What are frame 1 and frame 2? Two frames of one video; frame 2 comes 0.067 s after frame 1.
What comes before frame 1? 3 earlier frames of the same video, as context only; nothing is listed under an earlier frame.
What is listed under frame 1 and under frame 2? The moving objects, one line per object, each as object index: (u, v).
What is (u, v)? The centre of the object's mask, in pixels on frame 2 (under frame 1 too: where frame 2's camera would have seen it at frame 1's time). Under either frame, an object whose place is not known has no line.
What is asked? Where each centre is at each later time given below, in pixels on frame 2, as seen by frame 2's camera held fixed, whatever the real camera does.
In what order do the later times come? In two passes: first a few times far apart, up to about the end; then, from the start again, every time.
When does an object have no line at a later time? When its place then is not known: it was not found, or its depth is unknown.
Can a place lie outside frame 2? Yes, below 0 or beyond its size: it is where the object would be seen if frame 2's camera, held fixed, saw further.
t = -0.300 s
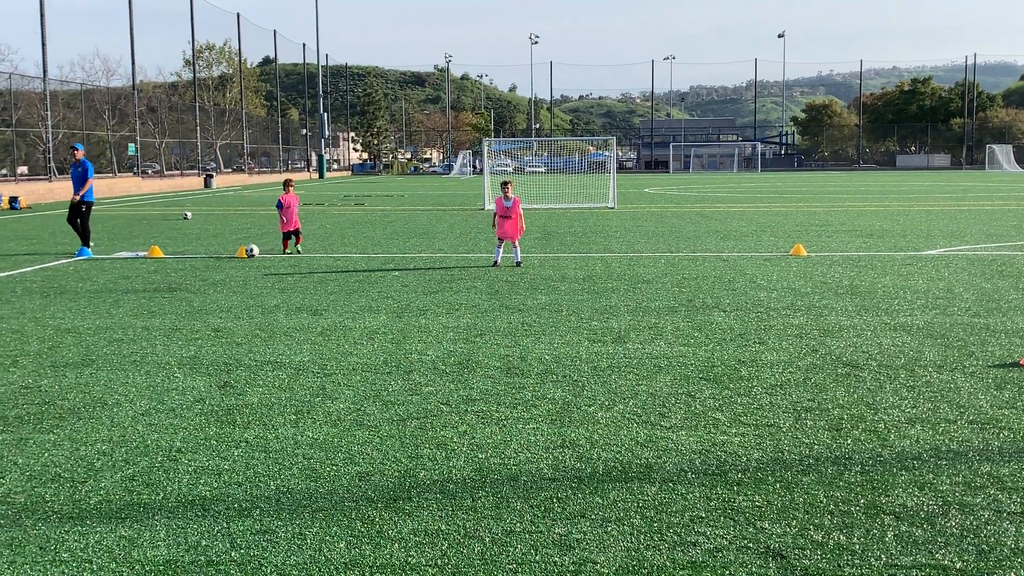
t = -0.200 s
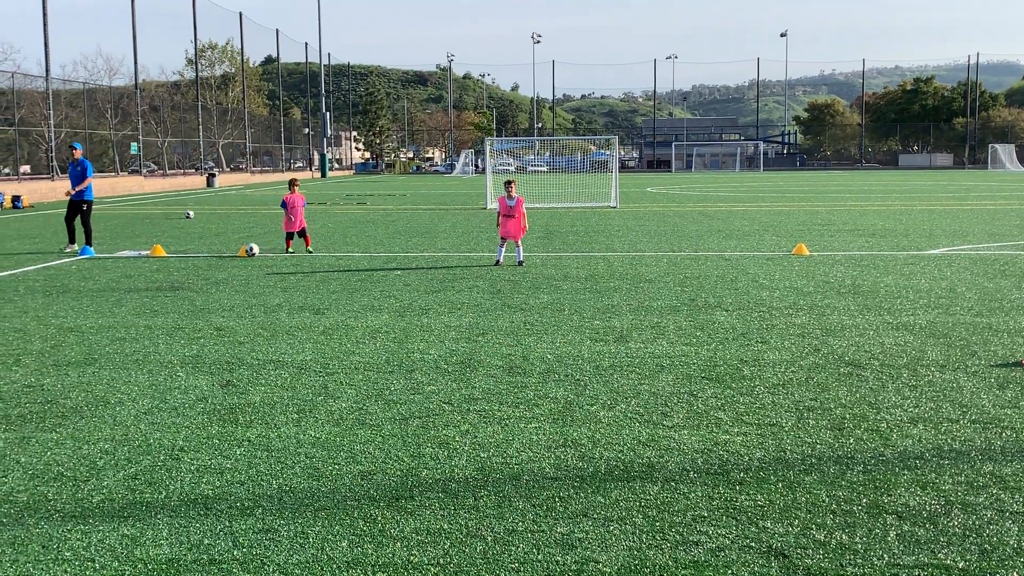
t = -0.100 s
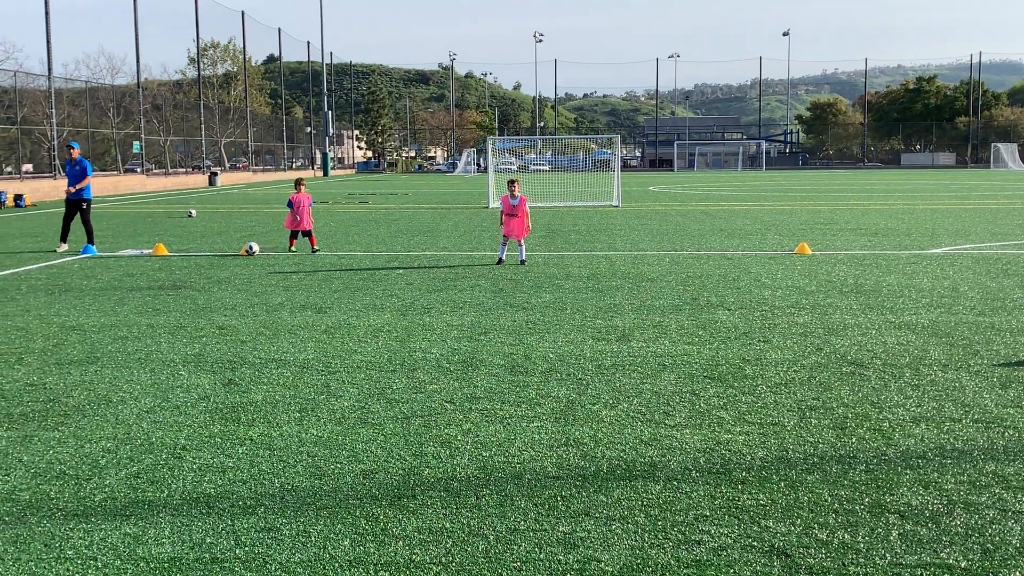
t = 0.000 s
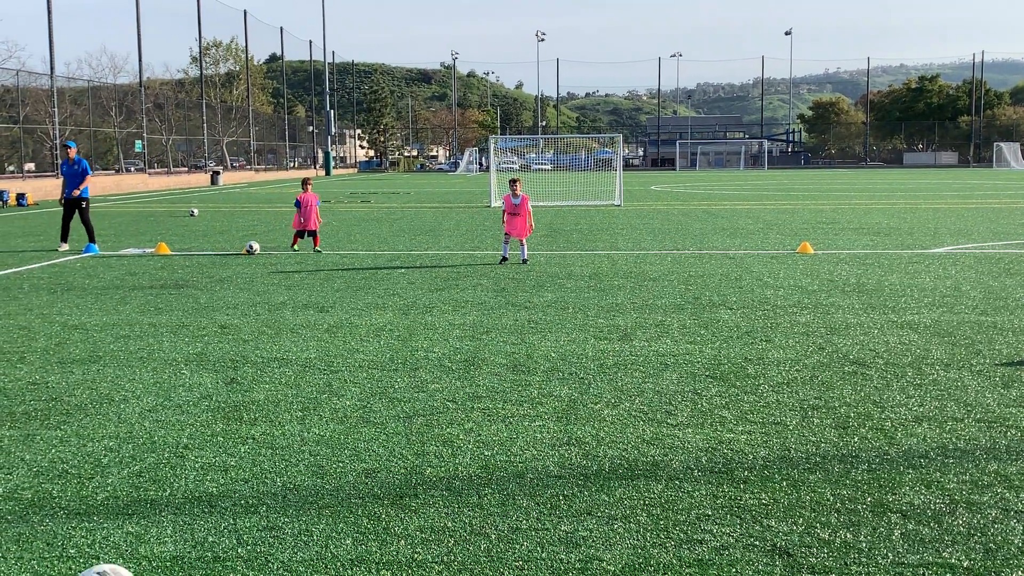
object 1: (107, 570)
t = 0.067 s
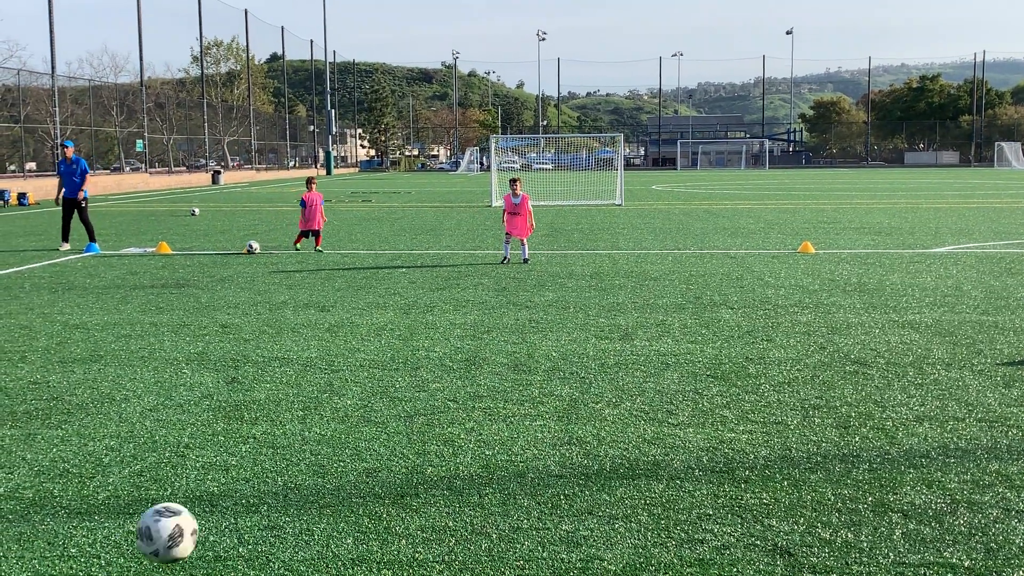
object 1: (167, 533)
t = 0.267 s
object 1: (263, 424)
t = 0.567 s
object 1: (310, 368)
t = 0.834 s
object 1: (326, 334)
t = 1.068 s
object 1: (335, 312)
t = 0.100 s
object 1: (191, 511)
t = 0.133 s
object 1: (212, 496)
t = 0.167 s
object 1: (229, 485)
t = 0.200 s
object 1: (243, 471)
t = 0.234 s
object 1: (254, 445)
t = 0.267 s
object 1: (263, 424)
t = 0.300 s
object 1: (269, 408)
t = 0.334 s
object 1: (276, 395)
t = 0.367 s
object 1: (283, 385)
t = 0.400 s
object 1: (288, 377)
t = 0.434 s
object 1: (294, 373)
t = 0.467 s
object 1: (299, 370)
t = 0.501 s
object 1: (303, 370)
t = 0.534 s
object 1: (307, 372)
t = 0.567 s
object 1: (310, 368)
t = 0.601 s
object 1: (312, 357)
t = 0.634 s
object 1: (314, 349)
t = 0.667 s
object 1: (317, 342)
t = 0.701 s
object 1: (319, 337)
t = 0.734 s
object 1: (321, 334)
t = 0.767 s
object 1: (322, 333)
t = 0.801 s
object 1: (324, 333)
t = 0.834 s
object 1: (326, 334)
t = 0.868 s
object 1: (327, 334)
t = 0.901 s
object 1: (329, 326)
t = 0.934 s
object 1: (330, 320)
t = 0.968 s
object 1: (332, 316)
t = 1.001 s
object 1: (333, 314)
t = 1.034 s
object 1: (334, 312)
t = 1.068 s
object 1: (335, 312)
